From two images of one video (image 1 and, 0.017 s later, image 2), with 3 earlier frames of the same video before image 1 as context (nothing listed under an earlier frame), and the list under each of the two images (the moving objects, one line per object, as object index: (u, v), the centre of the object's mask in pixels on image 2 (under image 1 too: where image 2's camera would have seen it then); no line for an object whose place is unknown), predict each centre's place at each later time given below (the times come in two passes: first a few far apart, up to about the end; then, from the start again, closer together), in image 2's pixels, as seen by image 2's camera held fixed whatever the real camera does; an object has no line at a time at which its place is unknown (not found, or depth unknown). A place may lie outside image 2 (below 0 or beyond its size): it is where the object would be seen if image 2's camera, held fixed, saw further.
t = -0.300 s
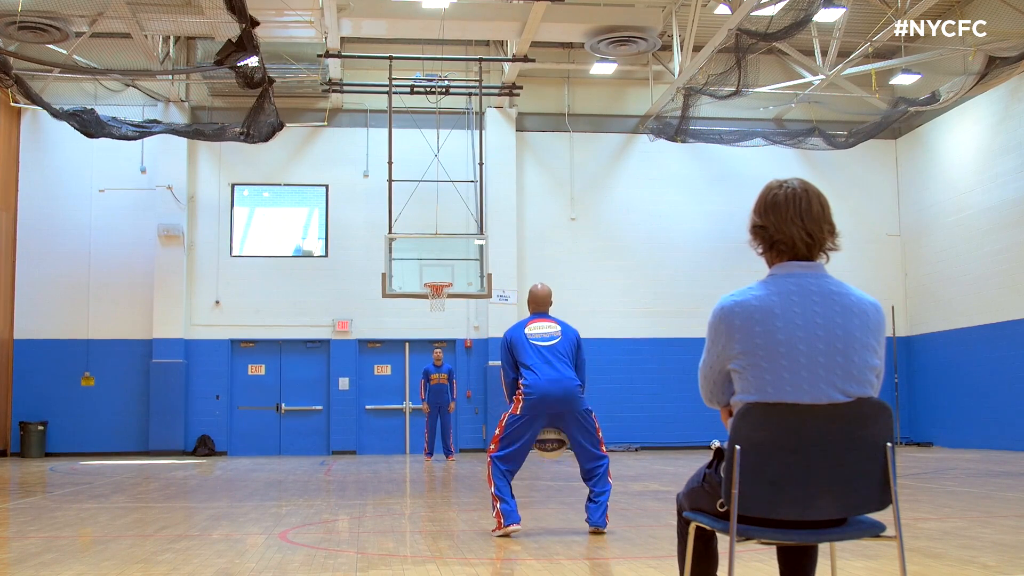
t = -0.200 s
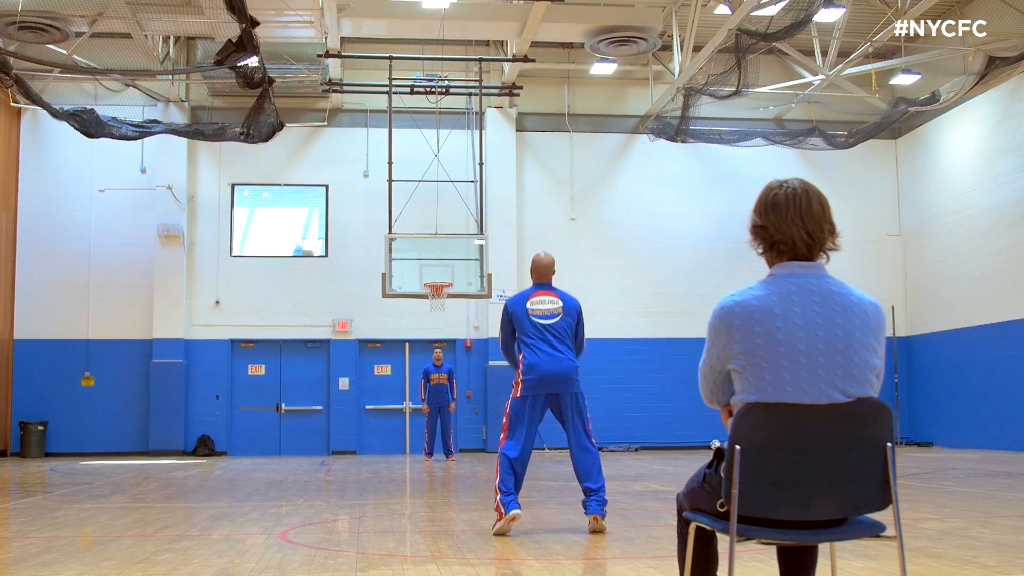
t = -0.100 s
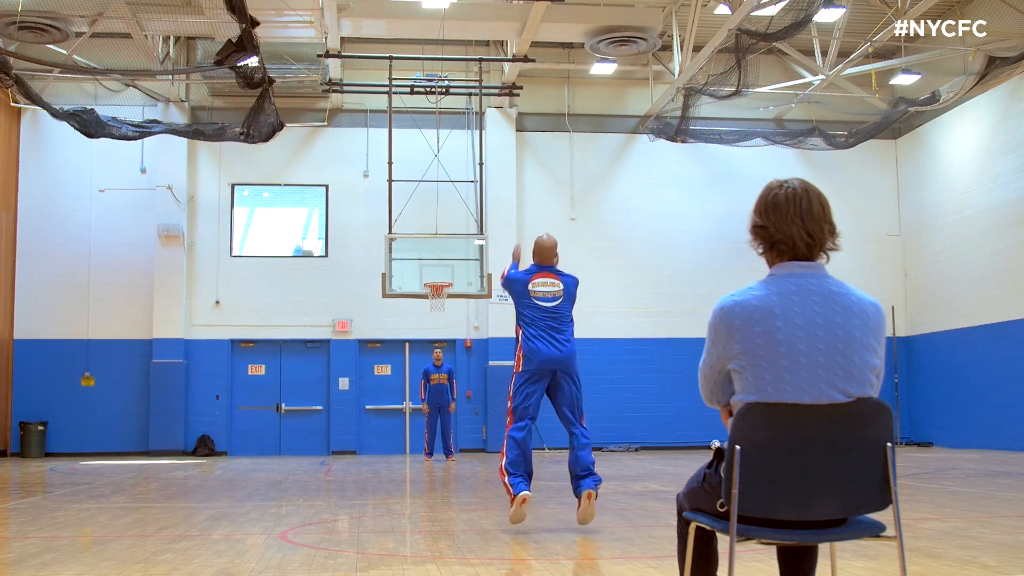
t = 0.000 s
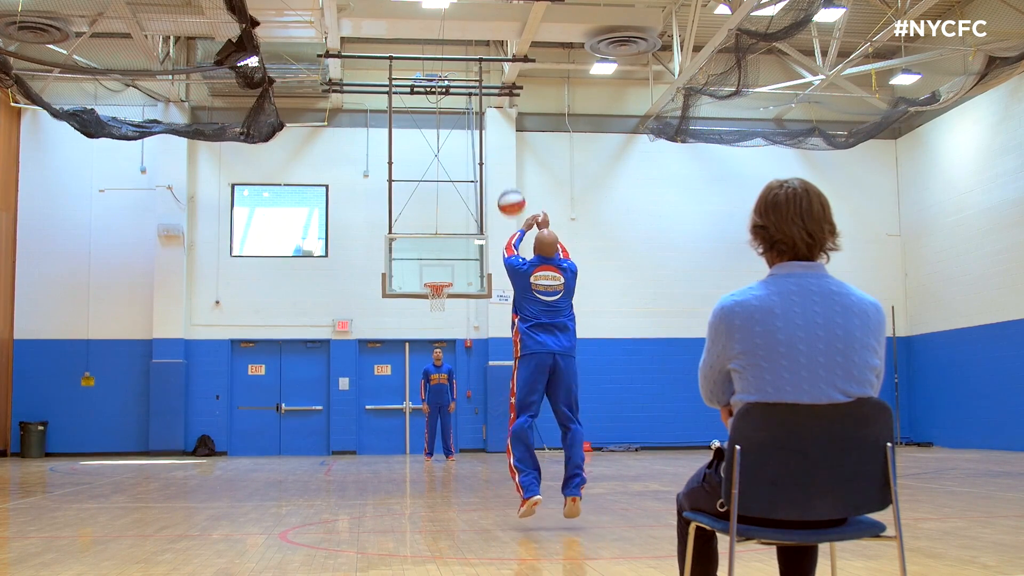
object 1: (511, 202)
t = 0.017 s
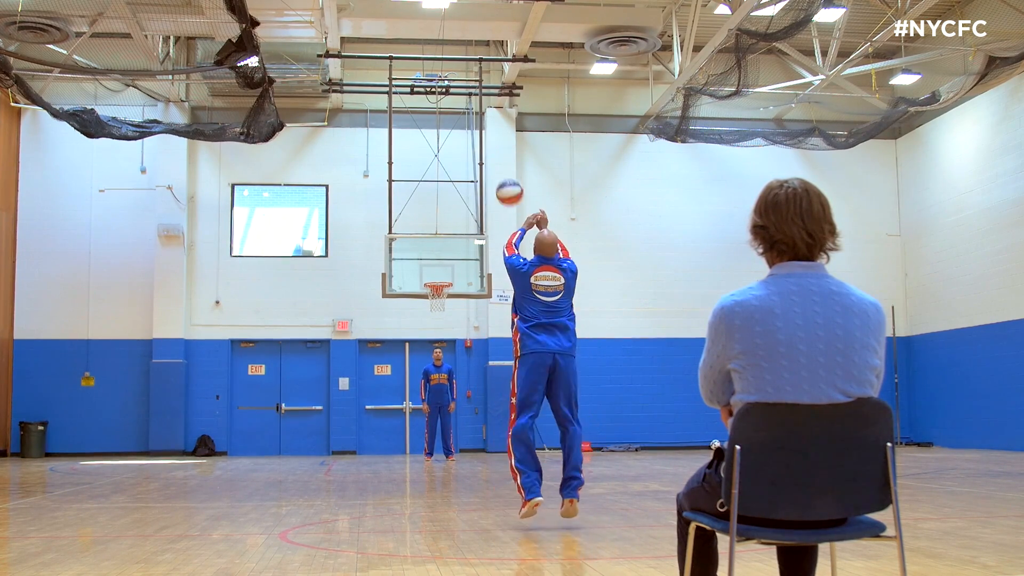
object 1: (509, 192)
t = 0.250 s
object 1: (488, 90)
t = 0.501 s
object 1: (473, 54)
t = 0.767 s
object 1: (461, 71)
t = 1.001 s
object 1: (452, 118)
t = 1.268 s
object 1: (445, 199)
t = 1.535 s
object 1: (439, 297)
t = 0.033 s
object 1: (507, 182)
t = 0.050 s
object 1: (506, 173)
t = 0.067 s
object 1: (504, 162)
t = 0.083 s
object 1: (502, 153)
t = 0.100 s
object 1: (501, 146)
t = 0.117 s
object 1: (499, 138)
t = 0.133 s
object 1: (498, 130)
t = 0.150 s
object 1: (496, 123)
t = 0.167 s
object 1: (495, 117)
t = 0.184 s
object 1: (494, 111)
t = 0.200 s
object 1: (492, 105)
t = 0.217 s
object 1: (492, 99)
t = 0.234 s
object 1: (490, 95)
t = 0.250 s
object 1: (488, 90)
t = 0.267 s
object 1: (487, 85)
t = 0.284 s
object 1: (486, 80)
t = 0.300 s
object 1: (484, 77)
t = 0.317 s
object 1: (484, 74)
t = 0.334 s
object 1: (482, 70)
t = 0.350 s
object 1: (481, 68)
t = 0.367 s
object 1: (480, 66)
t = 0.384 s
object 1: (479, 64)
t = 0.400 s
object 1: (479, 61)
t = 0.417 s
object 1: (478, 60)
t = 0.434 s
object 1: (477, 58)
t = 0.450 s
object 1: (476, 57)
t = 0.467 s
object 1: (475, 57)
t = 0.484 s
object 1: (474, 55)
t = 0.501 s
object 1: (473, 54)
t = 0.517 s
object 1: (472, 54)
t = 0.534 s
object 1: (472, 54)
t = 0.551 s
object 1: (471, 54)
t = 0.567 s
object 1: (470, 54)
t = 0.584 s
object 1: (469, 54)
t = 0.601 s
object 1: (468, 55)
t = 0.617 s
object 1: (467, 56)
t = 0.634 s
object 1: (466, 57)
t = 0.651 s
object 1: (465, 58)
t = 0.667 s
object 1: (465, 60)
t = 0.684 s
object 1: (464, 62)
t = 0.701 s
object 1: (463, 63)
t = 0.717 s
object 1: (463, 64)
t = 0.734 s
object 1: (462, 67)
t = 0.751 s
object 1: (462, 69)
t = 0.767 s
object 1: (461, 71)
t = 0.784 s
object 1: (460, 74)
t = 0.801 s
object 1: (460, 76)
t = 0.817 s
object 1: (459, 79)
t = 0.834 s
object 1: (458, 82)
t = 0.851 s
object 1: (458, 85)
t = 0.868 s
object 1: (457, 89)
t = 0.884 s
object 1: (456, 91)
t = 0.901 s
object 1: (456, 94)
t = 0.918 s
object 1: (455, 98)
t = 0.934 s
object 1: (454, 102)
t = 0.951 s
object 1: (454, 106)
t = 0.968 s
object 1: (453, 110)
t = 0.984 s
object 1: (453, 114)
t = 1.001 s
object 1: (452, 118)
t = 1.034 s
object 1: (452, 127)
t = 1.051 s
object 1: (451, 131)
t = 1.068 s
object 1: (451, 136)
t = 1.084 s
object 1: (450, 141)
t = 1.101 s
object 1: (450, 145)
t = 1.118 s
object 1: (449, 150)
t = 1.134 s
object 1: (449, 156)
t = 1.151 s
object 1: (448, 161)
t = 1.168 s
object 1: (448, 166)
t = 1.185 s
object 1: (447, 171)
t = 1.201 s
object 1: (447, 176)
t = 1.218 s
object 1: (446, 182)
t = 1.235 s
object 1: (446, 188)
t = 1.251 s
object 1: (445, 194)
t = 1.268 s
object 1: (445, 199)
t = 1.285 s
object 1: (444, 206)
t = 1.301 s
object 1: (444, 211)
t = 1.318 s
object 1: (444, 217)
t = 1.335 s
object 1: (444, 224)
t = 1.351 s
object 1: (443, 229)
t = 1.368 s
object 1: (442, 236)
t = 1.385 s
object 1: (442, 242)
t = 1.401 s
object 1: (442, 249)
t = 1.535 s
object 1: (439, 297)
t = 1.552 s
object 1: (438, 299)
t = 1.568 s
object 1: (438, 300)
